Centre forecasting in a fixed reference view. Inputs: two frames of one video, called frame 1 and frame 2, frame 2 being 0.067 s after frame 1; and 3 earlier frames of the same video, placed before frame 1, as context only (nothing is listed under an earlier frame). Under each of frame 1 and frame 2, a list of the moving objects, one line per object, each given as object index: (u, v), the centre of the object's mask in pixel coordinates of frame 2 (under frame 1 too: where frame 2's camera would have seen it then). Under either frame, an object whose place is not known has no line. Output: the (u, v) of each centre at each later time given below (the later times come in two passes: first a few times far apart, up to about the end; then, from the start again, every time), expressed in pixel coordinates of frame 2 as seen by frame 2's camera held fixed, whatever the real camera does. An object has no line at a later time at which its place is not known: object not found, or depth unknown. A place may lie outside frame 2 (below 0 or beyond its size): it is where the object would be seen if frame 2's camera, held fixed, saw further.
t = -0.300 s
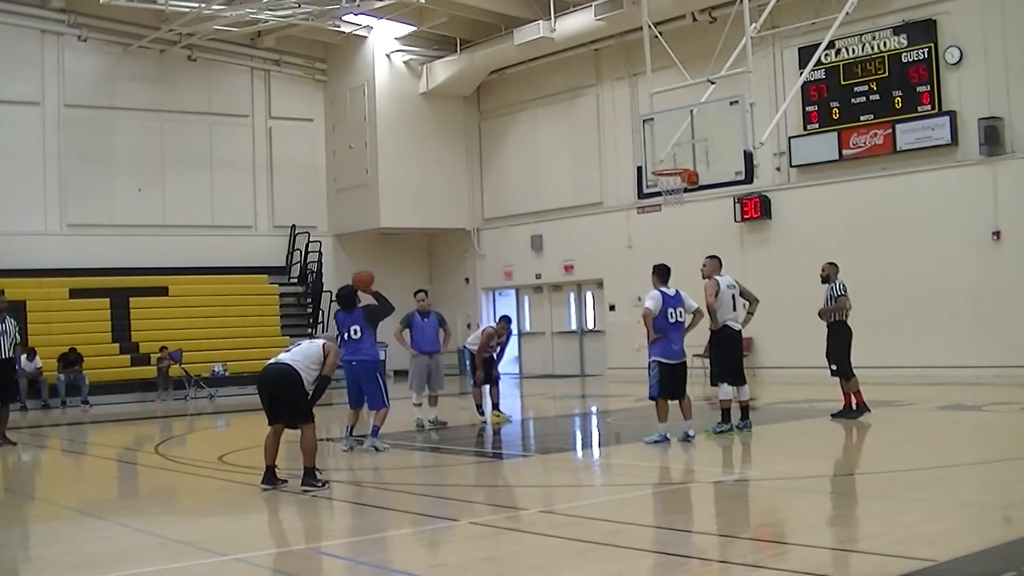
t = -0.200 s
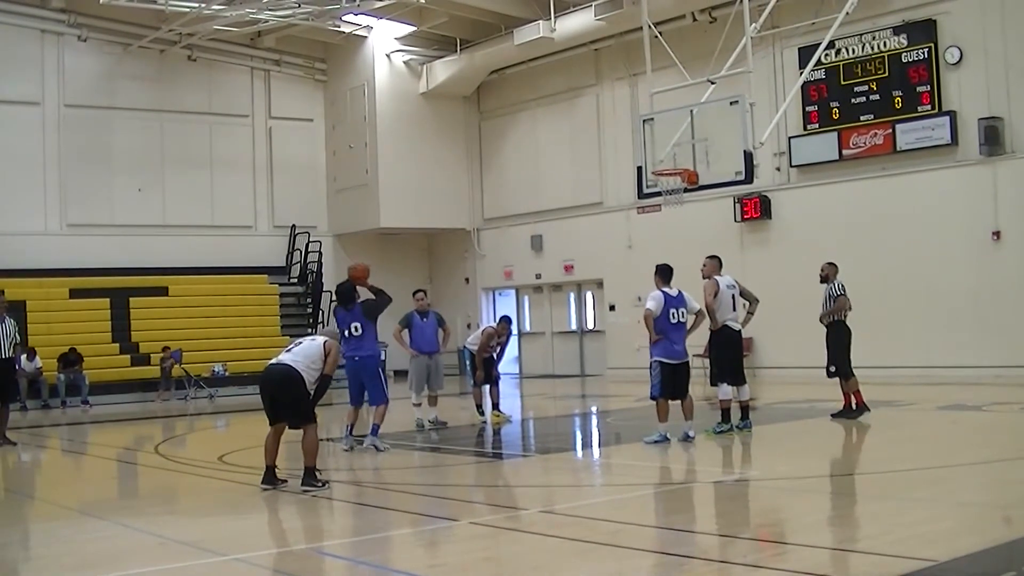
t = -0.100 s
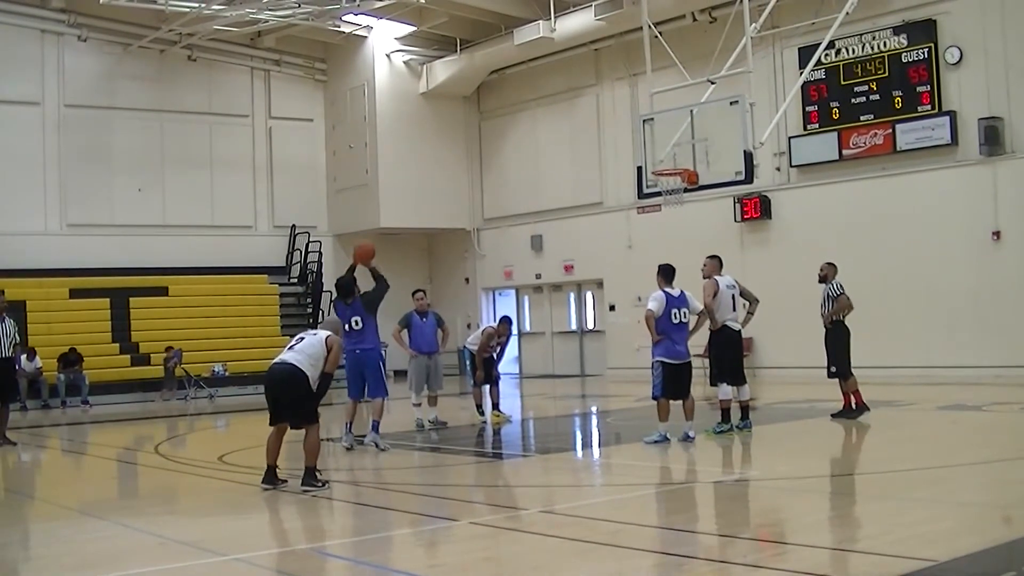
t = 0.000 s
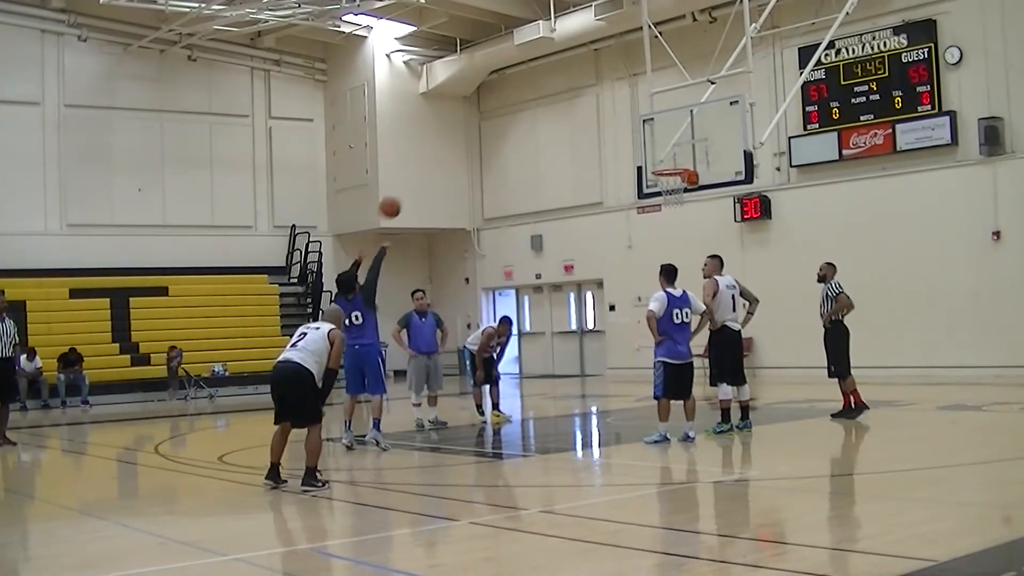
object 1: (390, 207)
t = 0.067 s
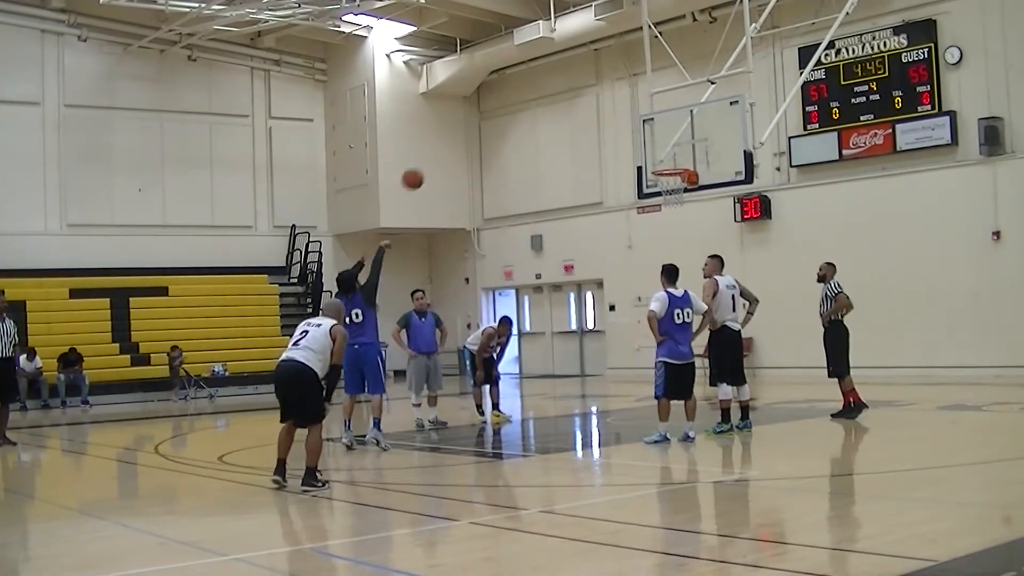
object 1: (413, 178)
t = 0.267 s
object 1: (478, 121)
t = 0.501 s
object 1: (550, 100)
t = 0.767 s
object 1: (627, 128)
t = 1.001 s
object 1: (677, 159)
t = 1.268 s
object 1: (677, 148)
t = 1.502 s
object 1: (661, 161)
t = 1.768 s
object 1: (667, 180)
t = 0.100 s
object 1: (424, 166)
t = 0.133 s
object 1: (435, 156)
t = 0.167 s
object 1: (446, 145)
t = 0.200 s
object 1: (457, 136)
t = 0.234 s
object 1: (467, 129)
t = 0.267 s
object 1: (478, 121)
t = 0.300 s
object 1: (489, 117)
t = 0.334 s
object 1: (499, 111)
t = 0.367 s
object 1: (510, 107)
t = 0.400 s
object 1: (519, 103)
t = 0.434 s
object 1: (530, 101)
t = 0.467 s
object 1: (540, 100)
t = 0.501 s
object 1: (550, 100)
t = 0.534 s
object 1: (560, 101)
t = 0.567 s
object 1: (570, 102)
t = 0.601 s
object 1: (579, 103)
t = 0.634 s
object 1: (589, 107)
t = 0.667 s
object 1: (599, 111)
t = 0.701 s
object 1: (608, 115)
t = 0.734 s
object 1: (618, 121)
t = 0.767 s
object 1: (627, 128)
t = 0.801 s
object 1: (637, 136)
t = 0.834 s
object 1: (646, 144)
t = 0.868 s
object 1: (656, 152)
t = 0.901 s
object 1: (665, 161)
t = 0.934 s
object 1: (668, 160)
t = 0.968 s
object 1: (673, 159)
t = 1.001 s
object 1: (677, 159)
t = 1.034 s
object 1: (682, 160)
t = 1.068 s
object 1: (686, 160)
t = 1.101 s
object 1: (688, 157)
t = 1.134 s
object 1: (690, 154)
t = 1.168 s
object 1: (687, 151)
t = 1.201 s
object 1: (684, 149)
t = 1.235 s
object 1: (680, 148)
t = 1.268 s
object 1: (677, 148)
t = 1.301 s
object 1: (674, 148)
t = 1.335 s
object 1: (672, 149)
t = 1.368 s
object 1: (668, 151)
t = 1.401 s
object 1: (665, 154)
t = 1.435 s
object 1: (662, 158)
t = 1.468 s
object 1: (660, 162)
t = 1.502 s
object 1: (661, 161)
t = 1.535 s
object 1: (661, 160)
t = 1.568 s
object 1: (662, 160)
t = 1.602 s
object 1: (662, 161)
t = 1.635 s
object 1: (663, 162)
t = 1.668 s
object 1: (664, 164)
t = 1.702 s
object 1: (665, 168)
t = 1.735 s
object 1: (665, 174)
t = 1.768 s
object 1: (667, 180)
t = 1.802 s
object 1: (667, 183)
